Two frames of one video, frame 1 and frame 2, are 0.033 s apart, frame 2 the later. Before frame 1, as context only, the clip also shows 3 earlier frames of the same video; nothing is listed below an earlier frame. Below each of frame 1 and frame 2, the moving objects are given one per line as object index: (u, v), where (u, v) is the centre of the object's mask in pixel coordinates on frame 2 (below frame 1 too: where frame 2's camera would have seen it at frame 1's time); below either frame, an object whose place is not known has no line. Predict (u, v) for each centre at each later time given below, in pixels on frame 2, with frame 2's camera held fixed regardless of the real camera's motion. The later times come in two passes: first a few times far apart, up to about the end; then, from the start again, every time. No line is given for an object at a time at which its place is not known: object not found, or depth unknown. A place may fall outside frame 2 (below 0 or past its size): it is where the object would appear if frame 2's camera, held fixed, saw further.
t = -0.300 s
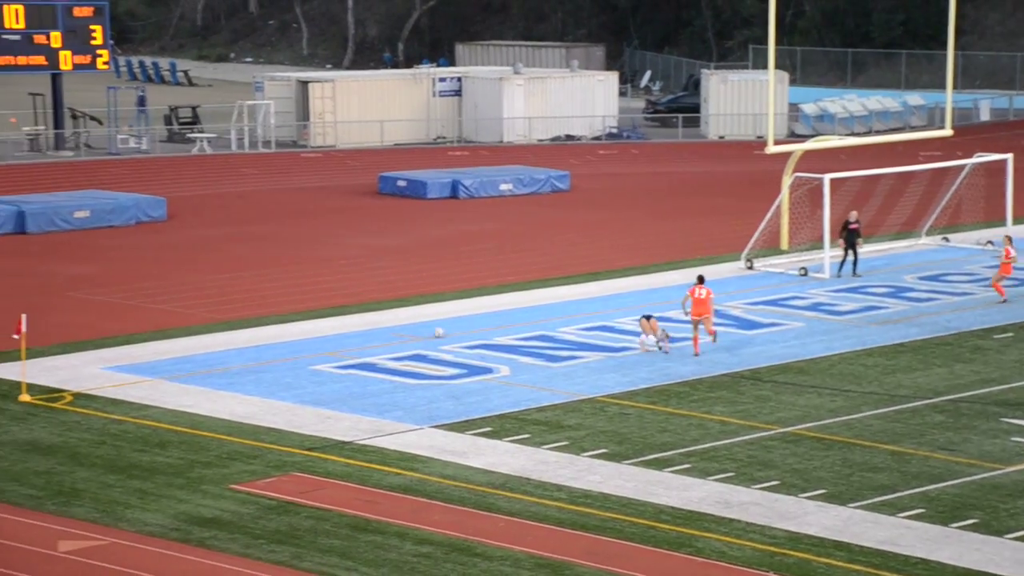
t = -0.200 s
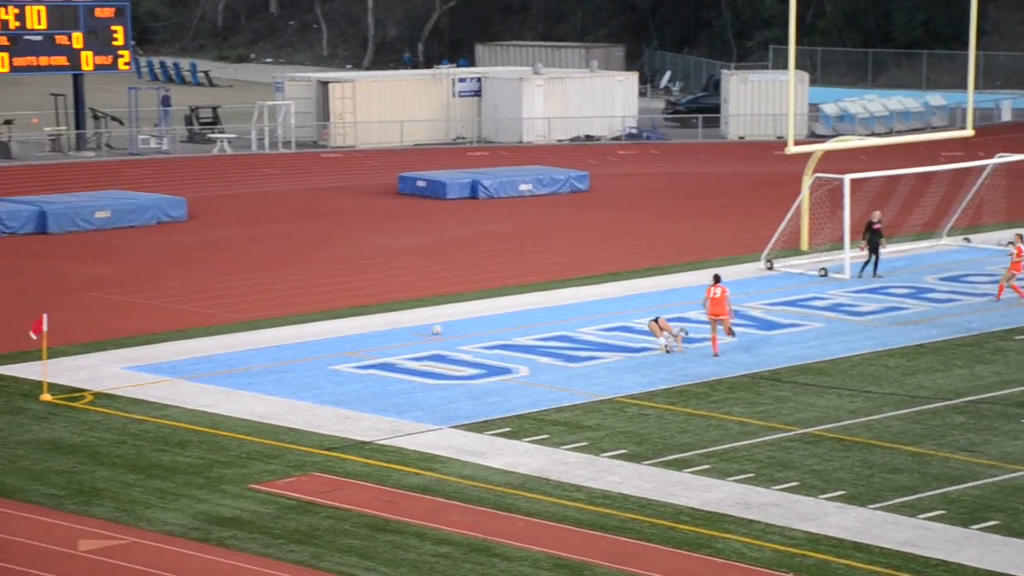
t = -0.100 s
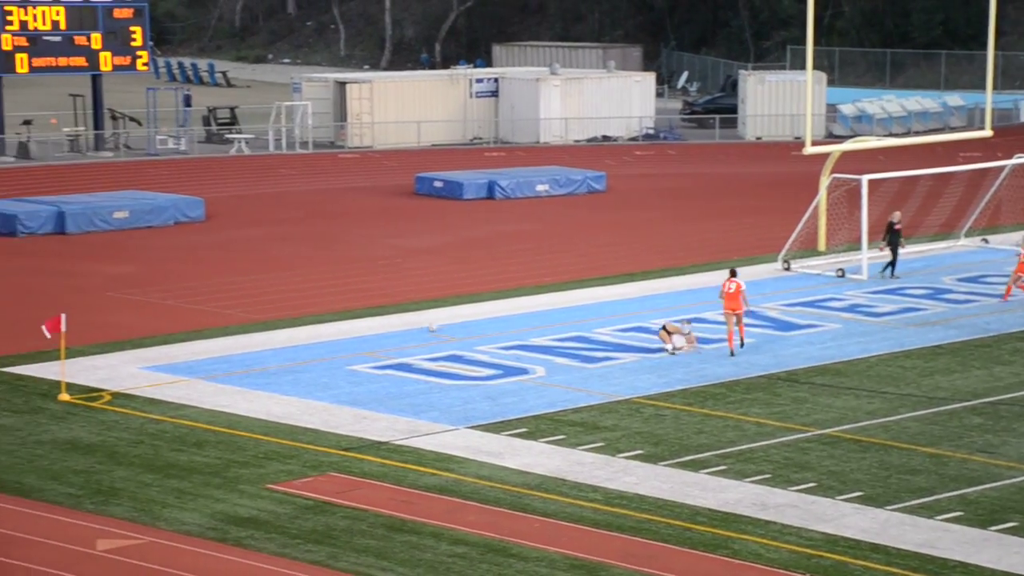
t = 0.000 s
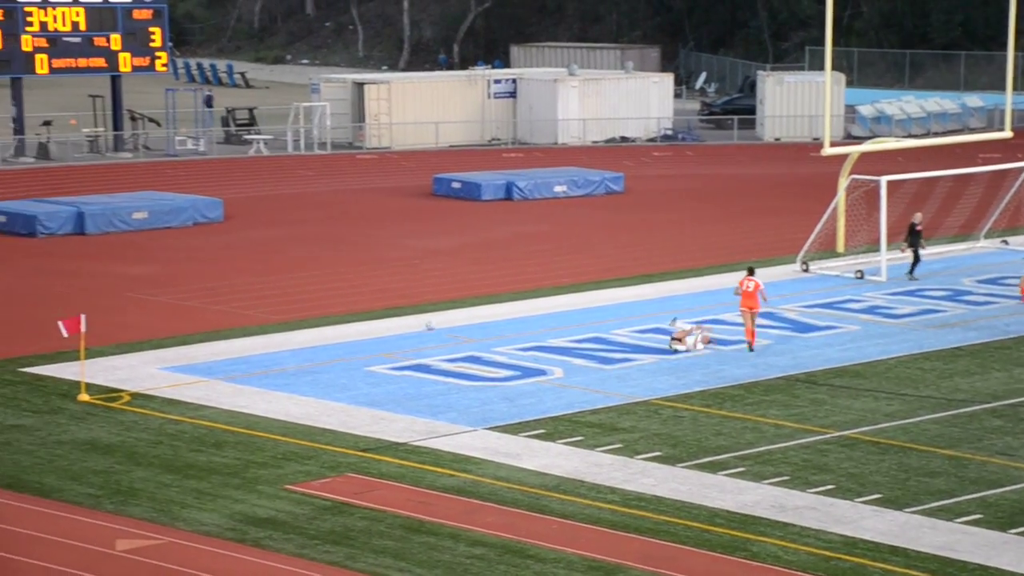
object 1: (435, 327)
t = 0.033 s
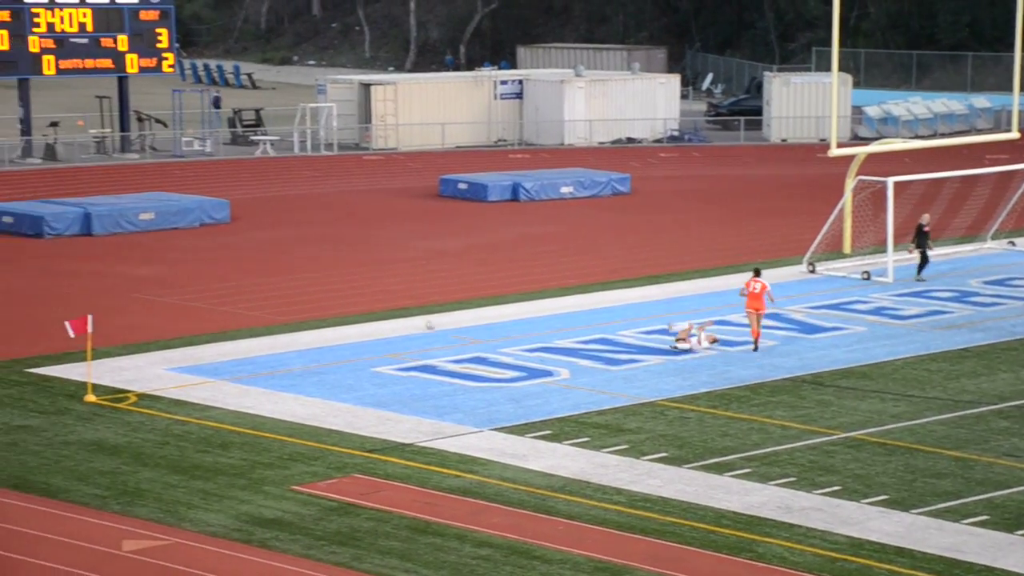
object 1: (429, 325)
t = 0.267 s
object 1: (387, 317)
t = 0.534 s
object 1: (341, 310)
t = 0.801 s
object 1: (299, 302)
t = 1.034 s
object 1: (264, 297)
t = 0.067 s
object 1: (423, 323)
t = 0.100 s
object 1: (416, 323)
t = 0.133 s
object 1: (410, 321)
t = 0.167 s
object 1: (405, 320)
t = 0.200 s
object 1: (399, 320)
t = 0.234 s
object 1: (393, 319)
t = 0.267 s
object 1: (387, 317)
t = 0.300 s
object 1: (381, 317)
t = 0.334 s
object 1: (375, 316)
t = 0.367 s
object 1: (369, 314)
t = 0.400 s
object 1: (364, 313)
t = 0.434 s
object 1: (358, 313)
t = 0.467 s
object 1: (352, 313)
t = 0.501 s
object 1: (347, 312)
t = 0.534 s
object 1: (341, 310)
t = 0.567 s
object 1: (336, 309)
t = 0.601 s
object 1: (331, 306)
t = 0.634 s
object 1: (325, 304)
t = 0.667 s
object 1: (320, 302)
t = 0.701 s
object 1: (315, 302)
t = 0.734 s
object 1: (310, 301)
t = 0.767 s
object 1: (305, 301)
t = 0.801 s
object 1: (299, 302)
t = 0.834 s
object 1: (294, 303)
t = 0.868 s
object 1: (289, 302)
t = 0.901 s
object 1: (284, 300)
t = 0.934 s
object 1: (279, 299)
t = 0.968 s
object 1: (274, 298)
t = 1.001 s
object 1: (269, 297)
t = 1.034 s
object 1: (264, 297)
